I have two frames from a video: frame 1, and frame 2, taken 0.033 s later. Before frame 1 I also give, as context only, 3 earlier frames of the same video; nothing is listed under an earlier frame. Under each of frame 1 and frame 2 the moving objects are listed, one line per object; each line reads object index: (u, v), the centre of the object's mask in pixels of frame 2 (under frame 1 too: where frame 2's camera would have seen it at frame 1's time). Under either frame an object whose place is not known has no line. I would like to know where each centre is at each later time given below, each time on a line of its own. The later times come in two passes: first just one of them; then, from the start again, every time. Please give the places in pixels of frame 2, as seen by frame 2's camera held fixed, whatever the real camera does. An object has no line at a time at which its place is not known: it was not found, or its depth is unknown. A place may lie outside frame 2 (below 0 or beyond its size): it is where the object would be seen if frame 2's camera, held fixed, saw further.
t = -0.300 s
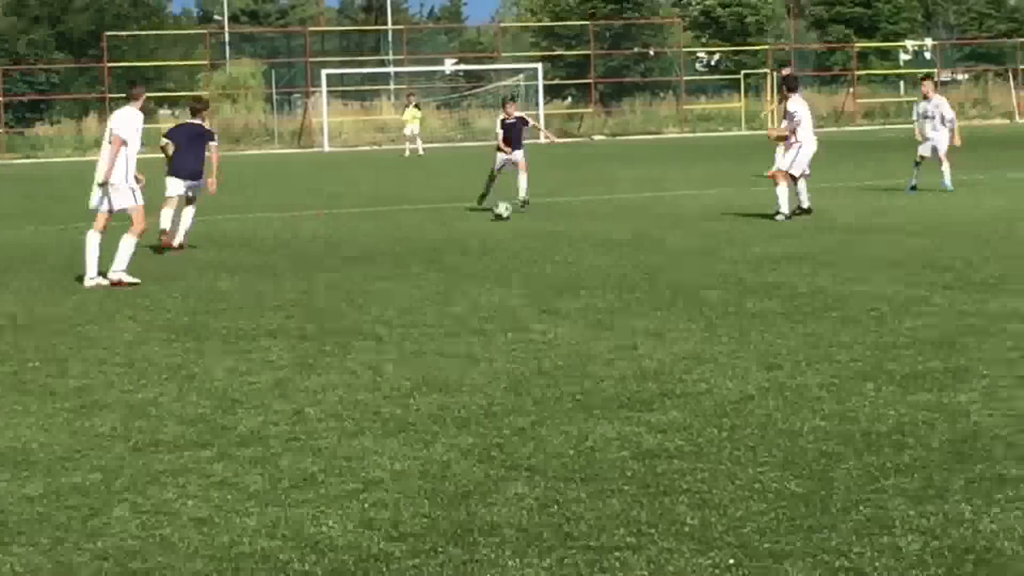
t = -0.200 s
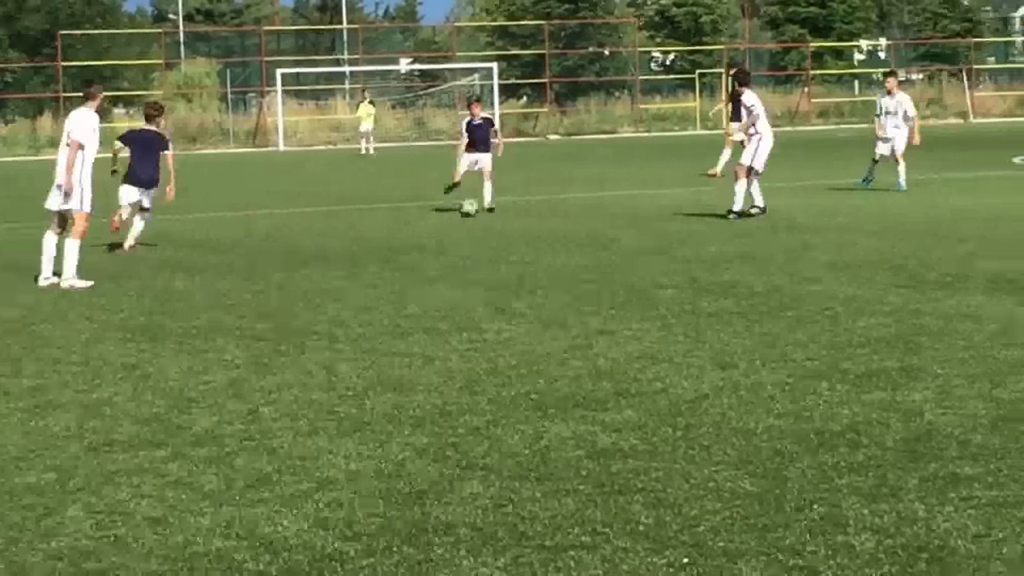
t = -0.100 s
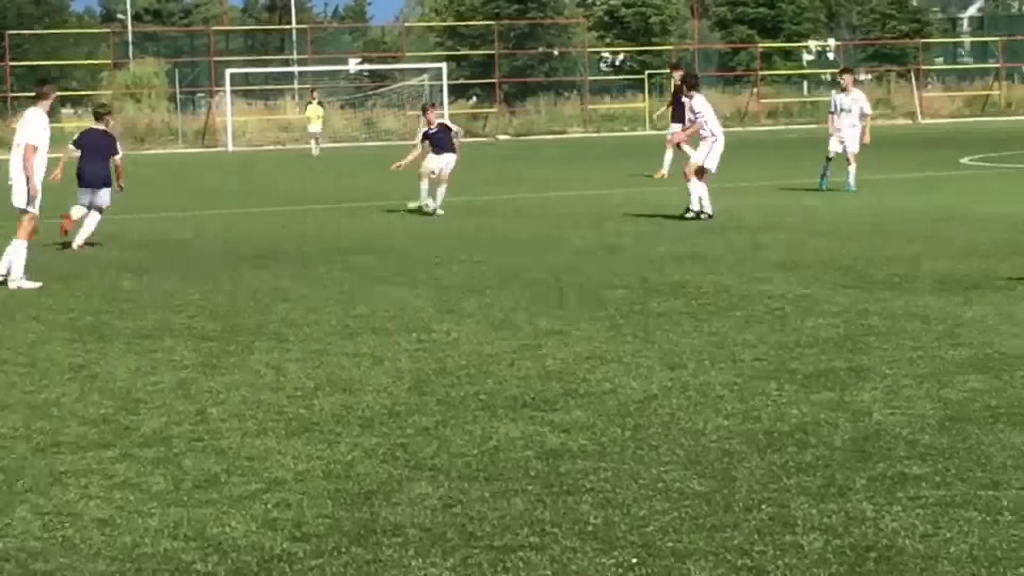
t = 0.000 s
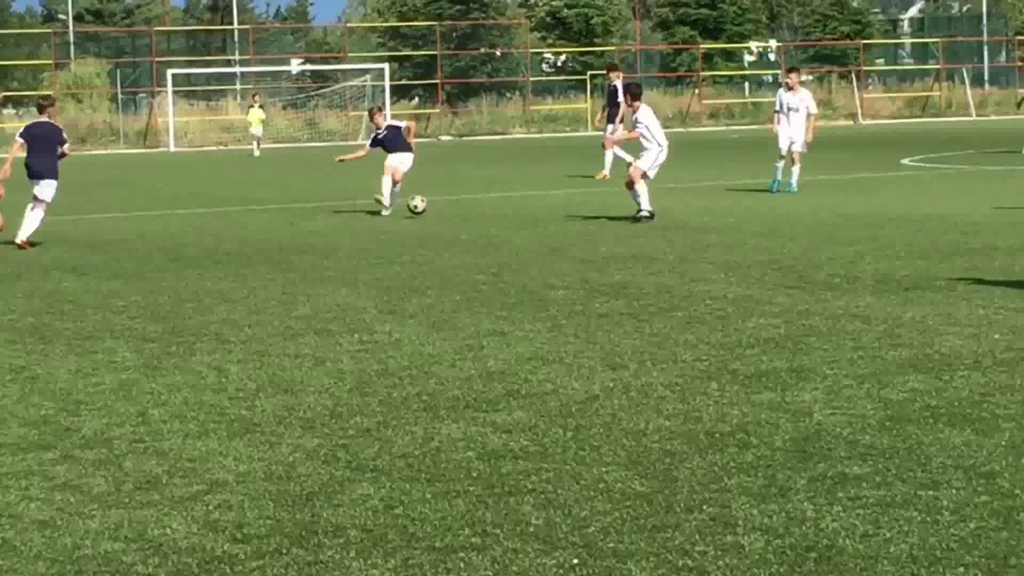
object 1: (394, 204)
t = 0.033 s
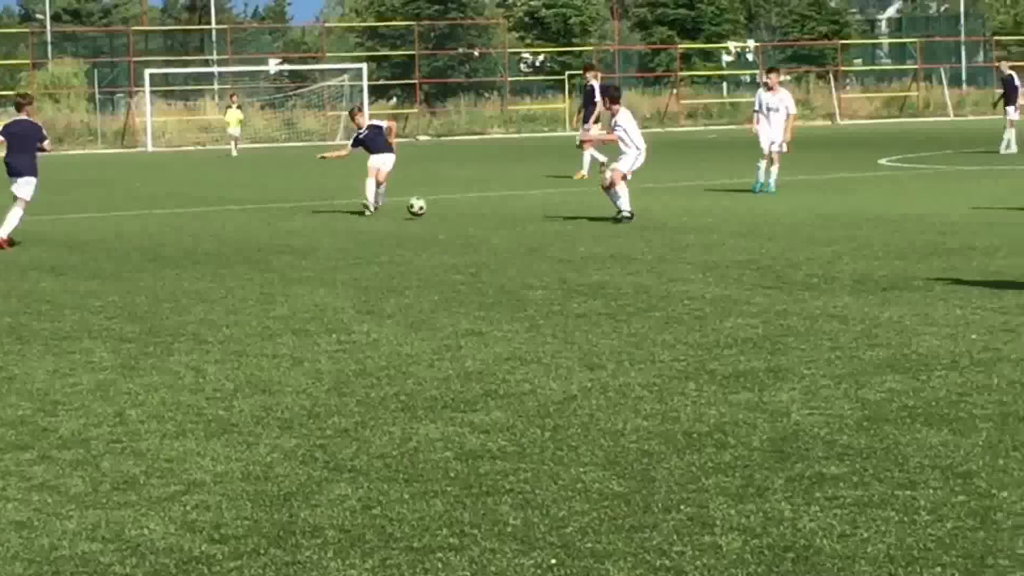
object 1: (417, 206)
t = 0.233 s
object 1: (553, 212)
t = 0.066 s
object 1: (440, 210)
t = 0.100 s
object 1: (463, 212)
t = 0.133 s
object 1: (485, 212)
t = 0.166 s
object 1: (507, 211)
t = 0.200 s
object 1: (529, 211)
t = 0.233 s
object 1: (553, 212)
